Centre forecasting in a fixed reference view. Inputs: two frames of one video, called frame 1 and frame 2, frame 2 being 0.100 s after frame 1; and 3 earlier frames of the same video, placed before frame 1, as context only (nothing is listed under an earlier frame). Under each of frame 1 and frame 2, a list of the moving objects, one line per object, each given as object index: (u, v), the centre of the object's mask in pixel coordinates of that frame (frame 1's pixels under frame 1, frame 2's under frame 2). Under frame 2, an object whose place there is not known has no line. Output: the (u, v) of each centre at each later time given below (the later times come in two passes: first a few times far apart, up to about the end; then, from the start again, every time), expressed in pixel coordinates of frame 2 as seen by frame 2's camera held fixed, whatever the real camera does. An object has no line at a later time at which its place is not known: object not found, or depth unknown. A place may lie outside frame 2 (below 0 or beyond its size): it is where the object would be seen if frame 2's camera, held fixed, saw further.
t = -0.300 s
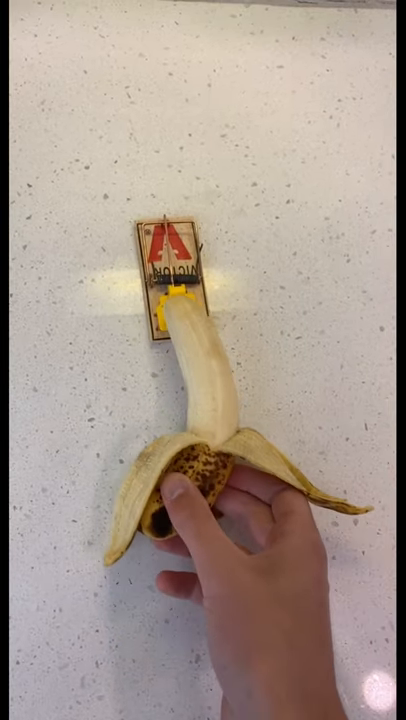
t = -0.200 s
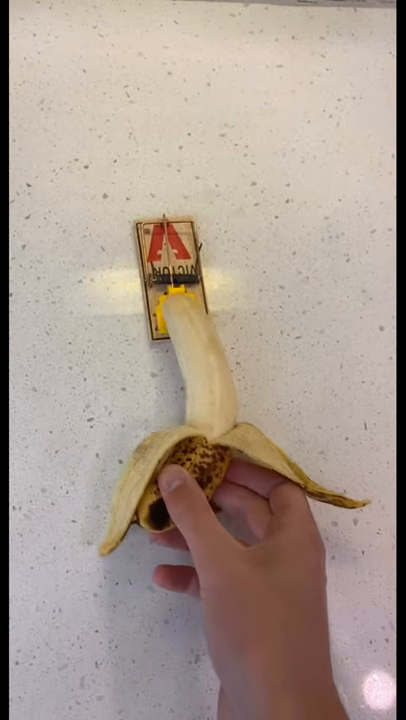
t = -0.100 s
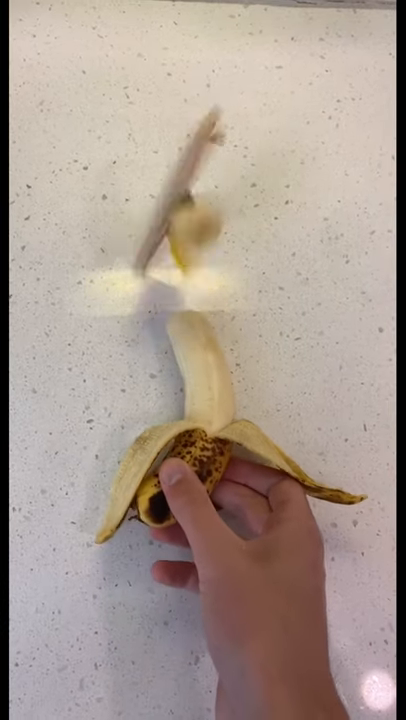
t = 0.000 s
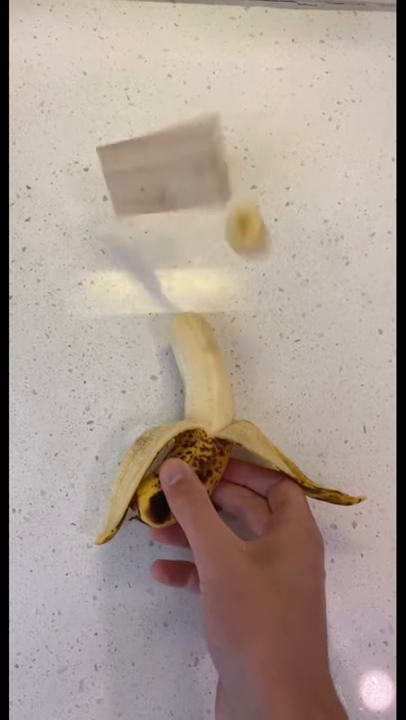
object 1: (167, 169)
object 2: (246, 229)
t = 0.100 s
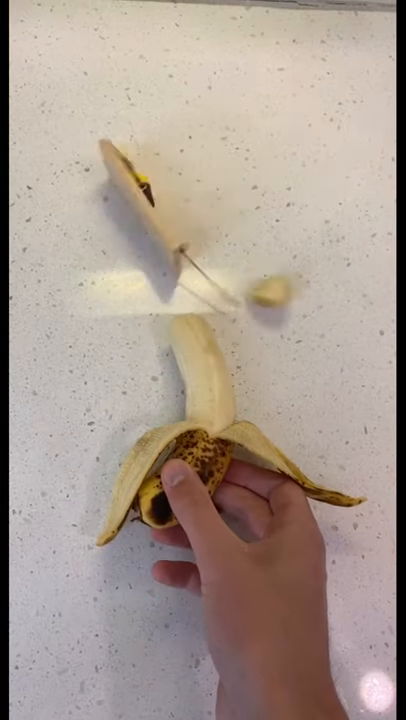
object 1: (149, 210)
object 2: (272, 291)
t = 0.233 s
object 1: (160, 208)
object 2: (297, 287)
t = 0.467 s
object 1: (202, 203)
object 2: (297, 287)
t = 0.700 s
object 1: (202, 203)
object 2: (297, 288)
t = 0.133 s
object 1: (148, 209)
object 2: (278, 292)
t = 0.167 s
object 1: (151, 210)
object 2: (284, 291)
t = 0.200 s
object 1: (155, 209)
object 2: (292, 289)
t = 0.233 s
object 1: (160, 208)
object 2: (297, 287)
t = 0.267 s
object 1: (168, 207)
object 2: (298, 287)
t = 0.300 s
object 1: (177, 206)
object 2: (298, 287)
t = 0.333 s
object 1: (187, 203)
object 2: (297, 287)
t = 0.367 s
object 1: (195, 202)
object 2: (297, 287)
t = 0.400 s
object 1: (199, 202)
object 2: (297, 287)
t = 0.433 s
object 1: (201, 203)
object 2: (297, 287)
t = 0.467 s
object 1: (202, 203)
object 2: (297, 287)
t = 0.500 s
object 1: (203, 202)
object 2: (297, 287)
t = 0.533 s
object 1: (203, 203)
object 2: (297, 287)
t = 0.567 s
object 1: (202, 203)
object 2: (297, 288)
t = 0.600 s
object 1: (201, 204)
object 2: (297, 288)
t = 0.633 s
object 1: (202, 203)
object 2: (297, 288)
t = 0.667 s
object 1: (203, 203)
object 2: (297, 288)
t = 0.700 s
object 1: (202, 203)
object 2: (297, 288)
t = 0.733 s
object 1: (202, 204)
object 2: (297, 288)
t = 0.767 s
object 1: (202, 204)
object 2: (297, 288)
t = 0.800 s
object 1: (203, 203)
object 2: (297, 288)
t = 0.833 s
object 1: (202, 204)
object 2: (296, 288)
